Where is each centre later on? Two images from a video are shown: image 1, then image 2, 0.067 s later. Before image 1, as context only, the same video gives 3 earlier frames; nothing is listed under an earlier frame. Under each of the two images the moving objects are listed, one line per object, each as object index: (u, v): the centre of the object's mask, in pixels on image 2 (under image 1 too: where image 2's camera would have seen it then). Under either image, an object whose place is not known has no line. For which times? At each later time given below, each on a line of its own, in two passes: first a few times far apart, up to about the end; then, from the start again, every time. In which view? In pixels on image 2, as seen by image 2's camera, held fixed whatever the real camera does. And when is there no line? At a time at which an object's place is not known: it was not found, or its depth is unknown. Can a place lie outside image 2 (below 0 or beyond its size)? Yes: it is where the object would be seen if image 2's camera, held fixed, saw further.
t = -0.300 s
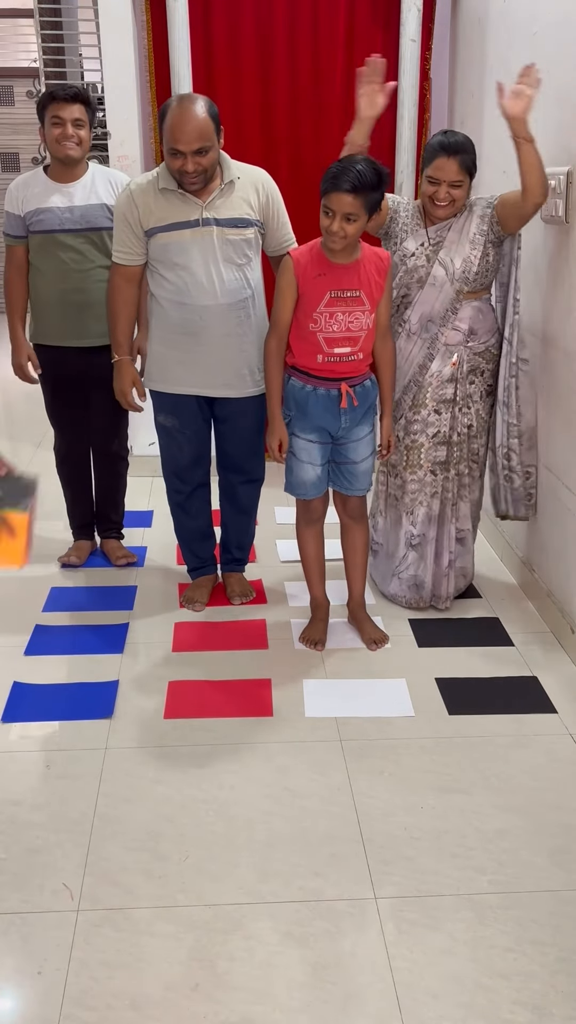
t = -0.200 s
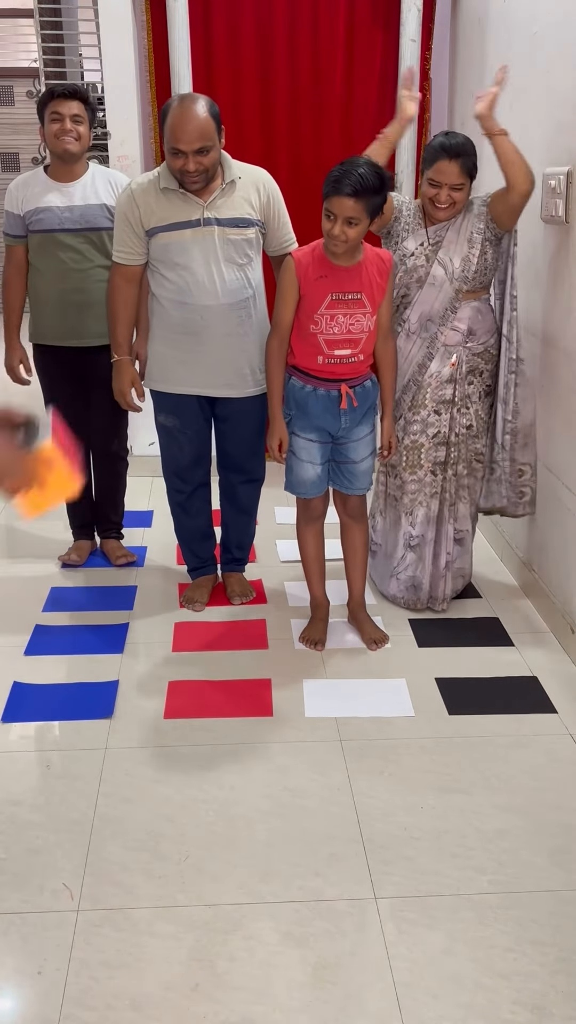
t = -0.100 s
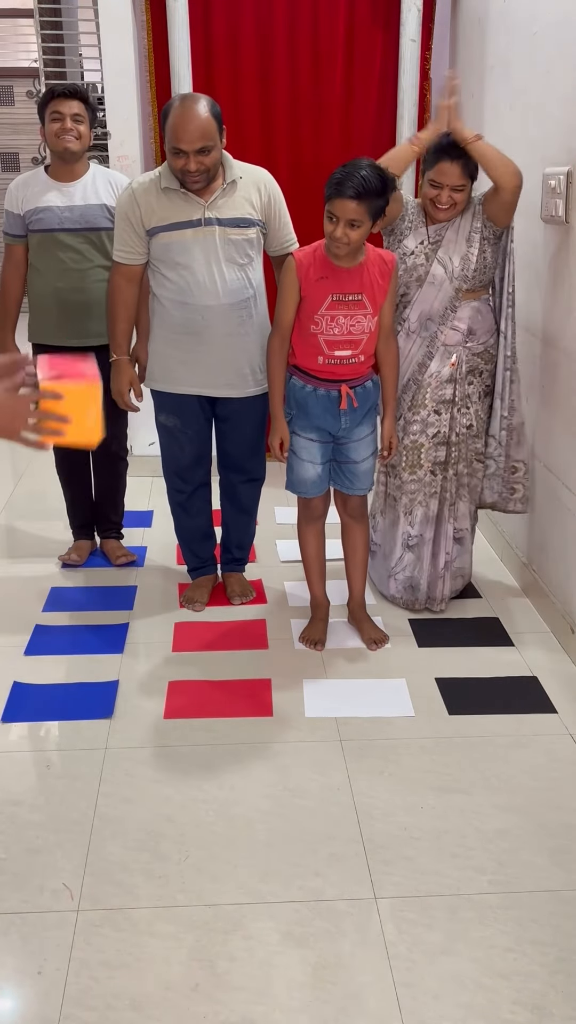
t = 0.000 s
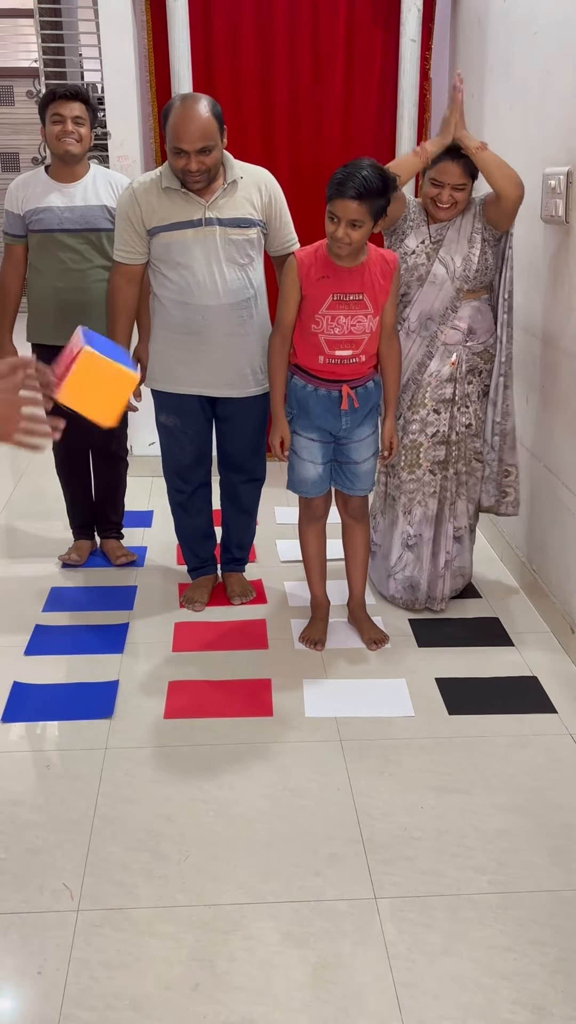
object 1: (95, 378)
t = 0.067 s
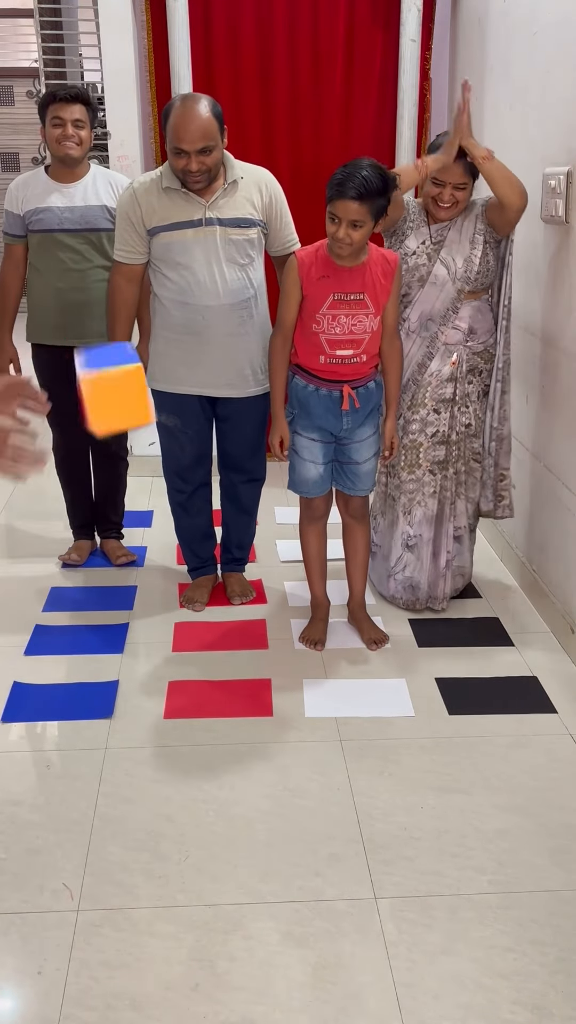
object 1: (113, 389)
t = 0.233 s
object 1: (161, 507)
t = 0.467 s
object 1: (227, 812)
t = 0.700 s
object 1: (164, 817)
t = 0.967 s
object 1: (149, 825)
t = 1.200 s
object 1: (149, 825)
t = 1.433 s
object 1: (149, 825)
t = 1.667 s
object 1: (149, 825)
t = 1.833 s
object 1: (149, 825)
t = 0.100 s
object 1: (121, 403)
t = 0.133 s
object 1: (131, 422)
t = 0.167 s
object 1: (141, 445)
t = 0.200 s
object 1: (151, 472)
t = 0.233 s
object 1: (161, 507)
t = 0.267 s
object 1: (172, 547)
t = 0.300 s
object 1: (182, 586)
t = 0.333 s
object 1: (193, 631)
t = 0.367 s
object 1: (201, 678)
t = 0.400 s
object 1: (210, 728)
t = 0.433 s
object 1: (221, 779)
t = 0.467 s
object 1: (227, 812)
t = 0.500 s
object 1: (218, 810)
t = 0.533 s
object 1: (208, 807)
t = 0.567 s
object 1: (197, 807)
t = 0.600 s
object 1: (187, 810)
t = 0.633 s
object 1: (178, 815)
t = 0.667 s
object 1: (170, 817)
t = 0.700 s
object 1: (164, 817)
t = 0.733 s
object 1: (159, 819)
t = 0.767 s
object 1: (155, 821)
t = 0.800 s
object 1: (152, 823)
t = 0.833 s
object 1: (149, 825)
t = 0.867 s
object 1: (149, 825)
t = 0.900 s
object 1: (149, 825)
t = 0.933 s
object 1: (149, 825)
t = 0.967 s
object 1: (149, 825)
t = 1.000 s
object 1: (149, 825)
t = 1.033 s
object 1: (149, 825)
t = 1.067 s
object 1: (149, 825)
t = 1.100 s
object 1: (149, 825)
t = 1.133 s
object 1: (149, 825)
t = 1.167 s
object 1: (149, 825)
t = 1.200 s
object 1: (149, 825)
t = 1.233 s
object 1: (149, 825)
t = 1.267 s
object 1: (149, 825)
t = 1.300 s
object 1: (149, 825)
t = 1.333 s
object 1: (149, 825)
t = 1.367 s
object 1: (149, 825)
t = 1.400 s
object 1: (149, 825)
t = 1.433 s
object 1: (149, 825)
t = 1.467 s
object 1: (149, 825)
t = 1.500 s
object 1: (149, 825)
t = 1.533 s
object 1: (149, 825)
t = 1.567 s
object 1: (149, 825)
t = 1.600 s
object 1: (149, 825)
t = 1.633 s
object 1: (149, 825)
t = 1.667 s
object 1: (149, 825)
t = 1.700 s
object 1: (149, 825)
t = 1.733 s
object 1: (149, 825)
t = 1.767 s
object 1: (149, 825)
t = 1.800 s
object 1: (149, 825)
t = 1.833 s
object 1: (149, 825)
